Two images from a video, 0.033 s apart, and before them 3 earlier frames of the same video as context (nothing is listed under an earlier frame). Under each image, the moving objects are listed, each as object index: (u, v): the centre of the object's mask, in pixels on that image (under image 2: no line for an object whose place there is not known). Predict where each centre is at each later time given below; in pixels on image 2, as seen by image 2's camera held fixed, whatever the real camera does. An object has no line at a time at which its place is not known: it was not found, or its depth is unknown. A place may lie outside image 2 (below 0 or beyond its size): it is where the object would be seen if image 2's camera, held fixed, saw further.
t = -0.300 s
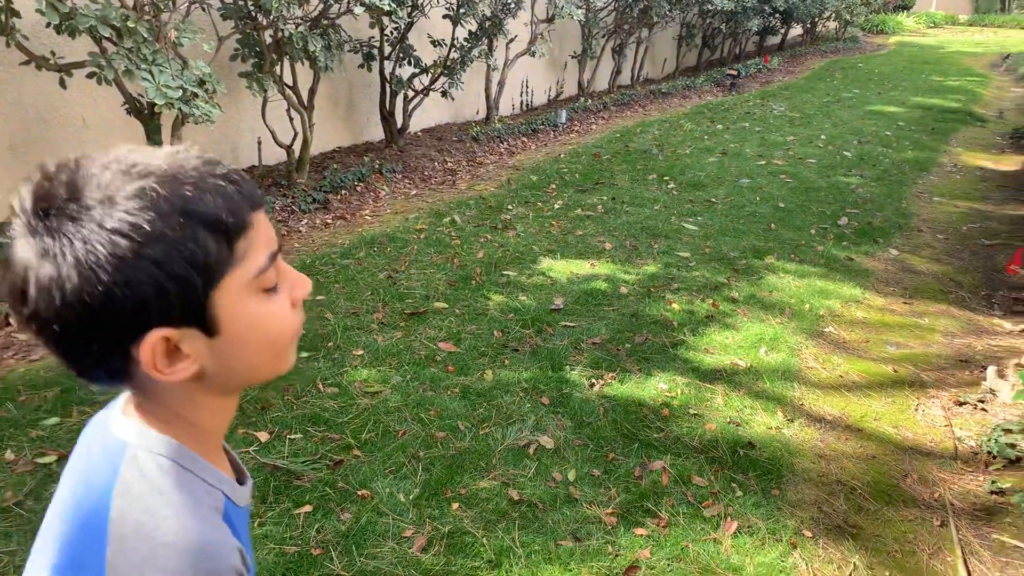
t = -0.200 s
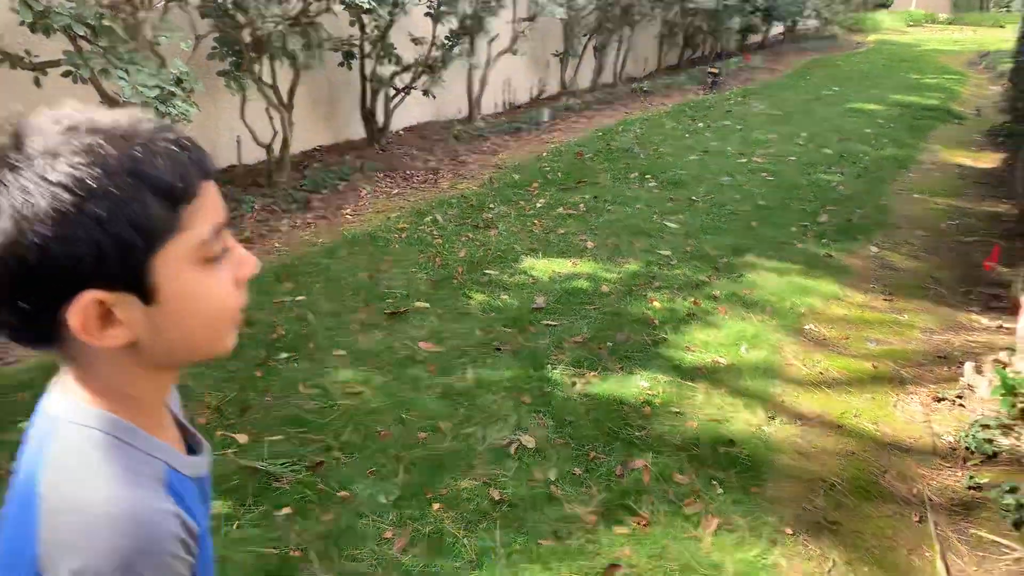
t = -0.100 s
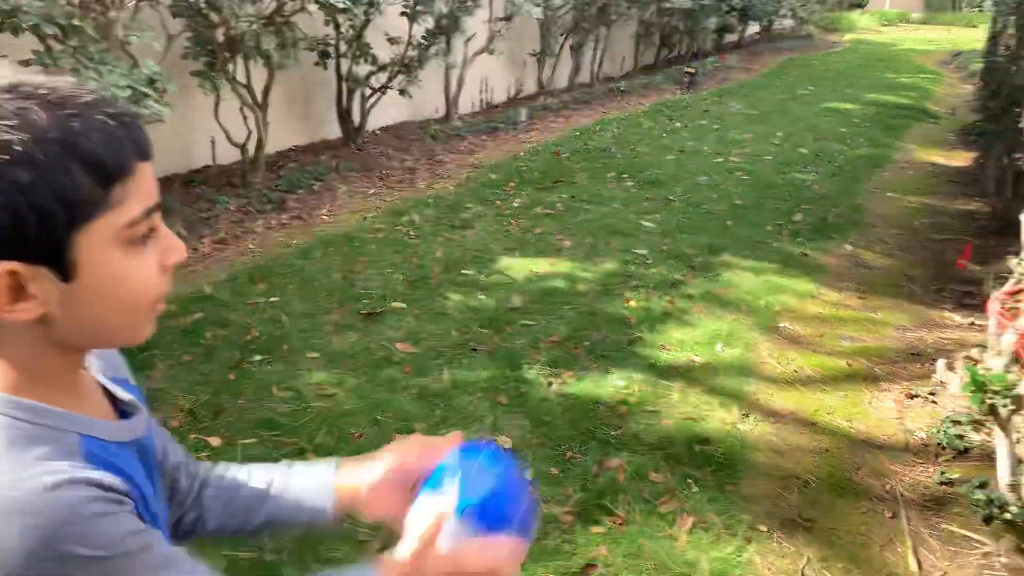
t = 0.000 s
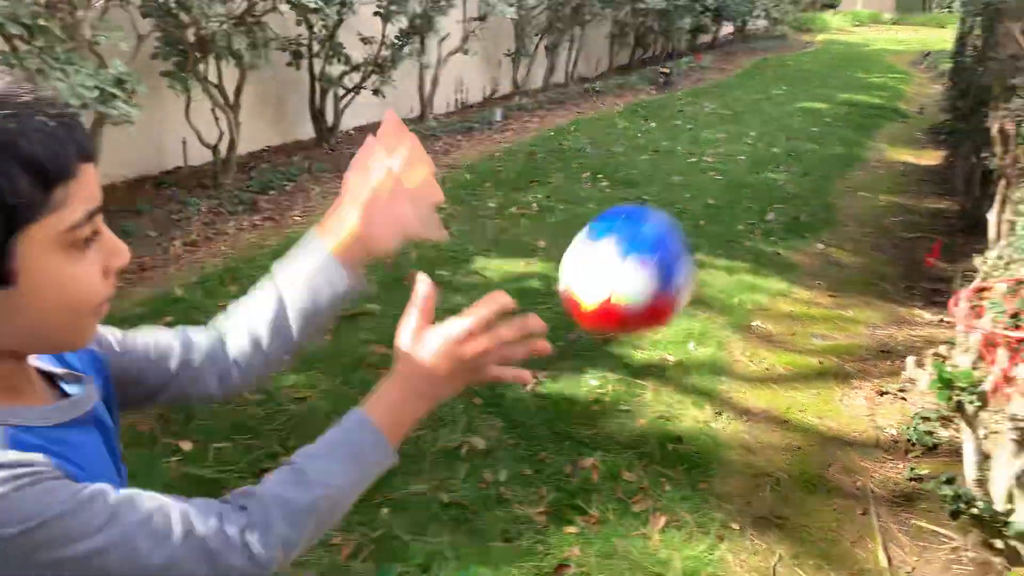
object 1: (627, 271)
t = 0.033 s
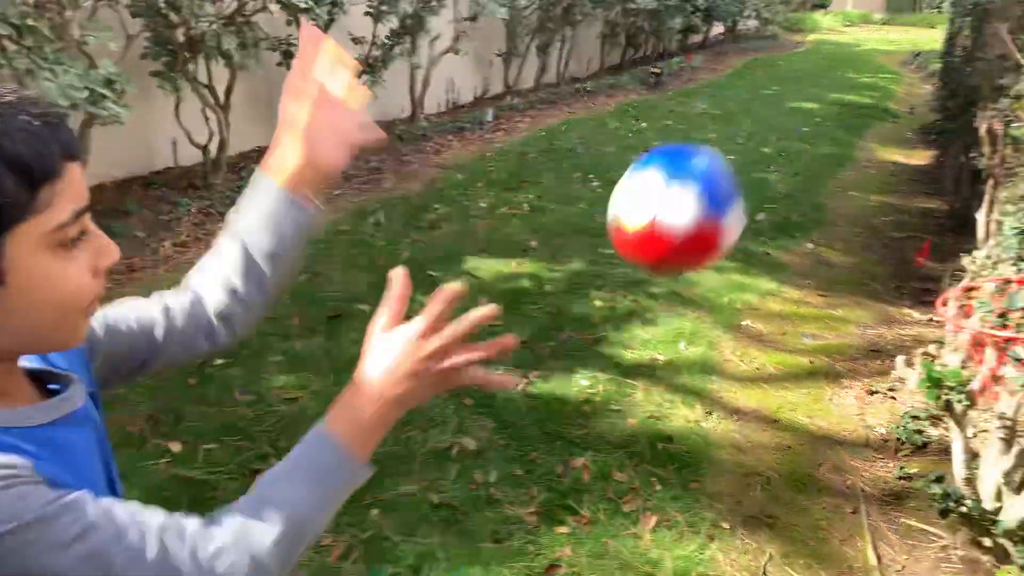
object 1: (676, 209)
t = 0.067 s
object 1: (736, 156)
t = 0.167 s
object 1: (890, 61)
